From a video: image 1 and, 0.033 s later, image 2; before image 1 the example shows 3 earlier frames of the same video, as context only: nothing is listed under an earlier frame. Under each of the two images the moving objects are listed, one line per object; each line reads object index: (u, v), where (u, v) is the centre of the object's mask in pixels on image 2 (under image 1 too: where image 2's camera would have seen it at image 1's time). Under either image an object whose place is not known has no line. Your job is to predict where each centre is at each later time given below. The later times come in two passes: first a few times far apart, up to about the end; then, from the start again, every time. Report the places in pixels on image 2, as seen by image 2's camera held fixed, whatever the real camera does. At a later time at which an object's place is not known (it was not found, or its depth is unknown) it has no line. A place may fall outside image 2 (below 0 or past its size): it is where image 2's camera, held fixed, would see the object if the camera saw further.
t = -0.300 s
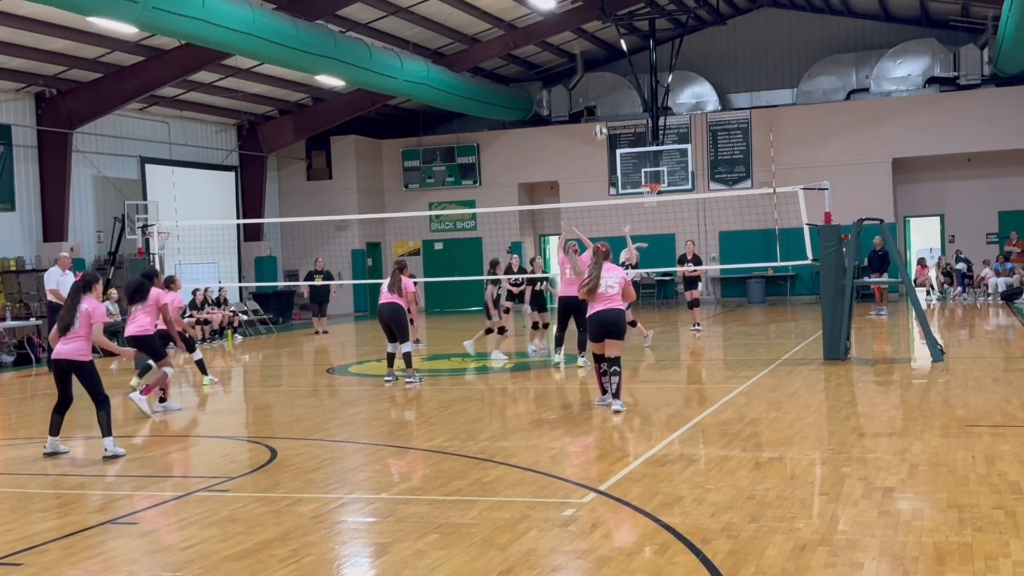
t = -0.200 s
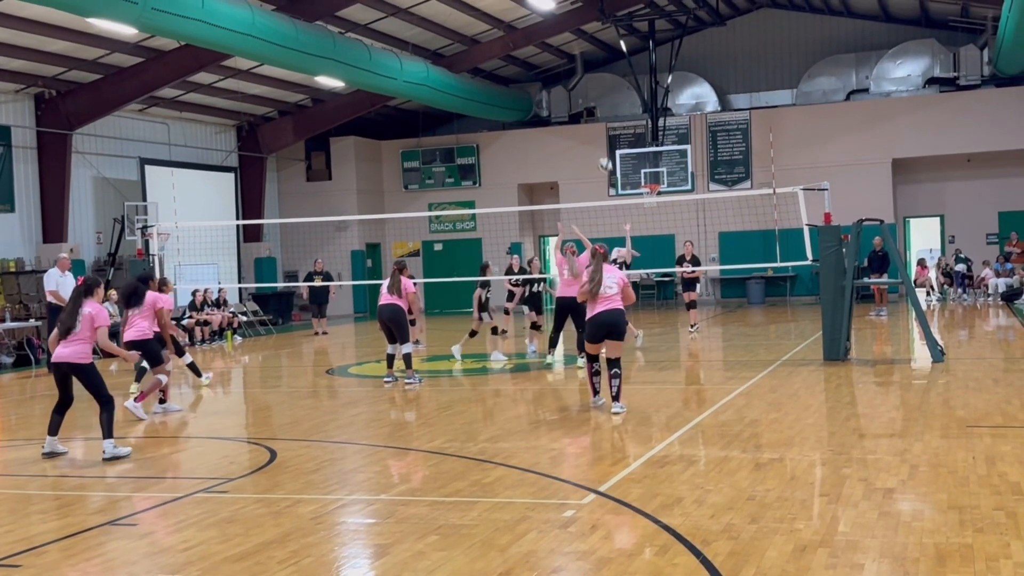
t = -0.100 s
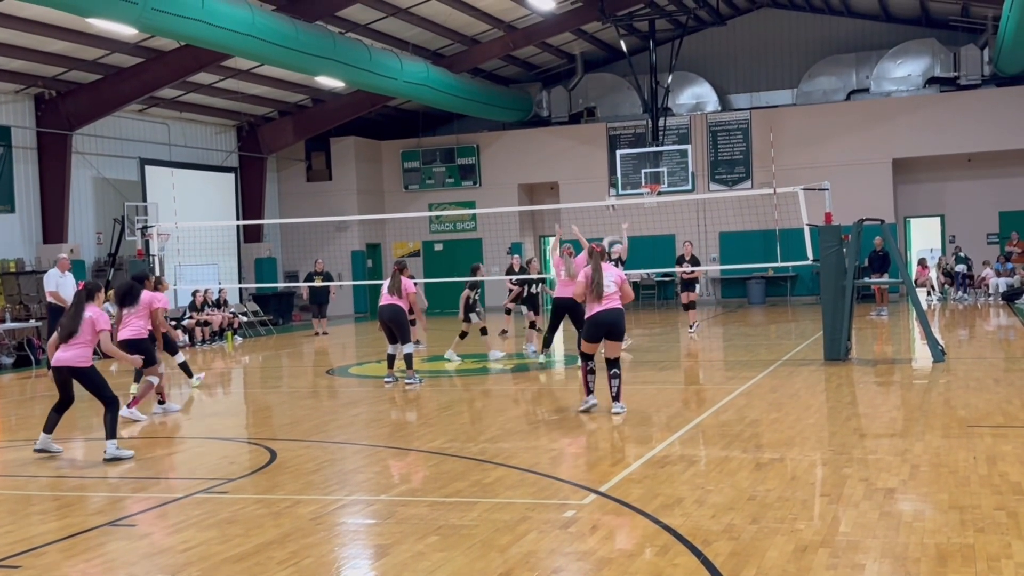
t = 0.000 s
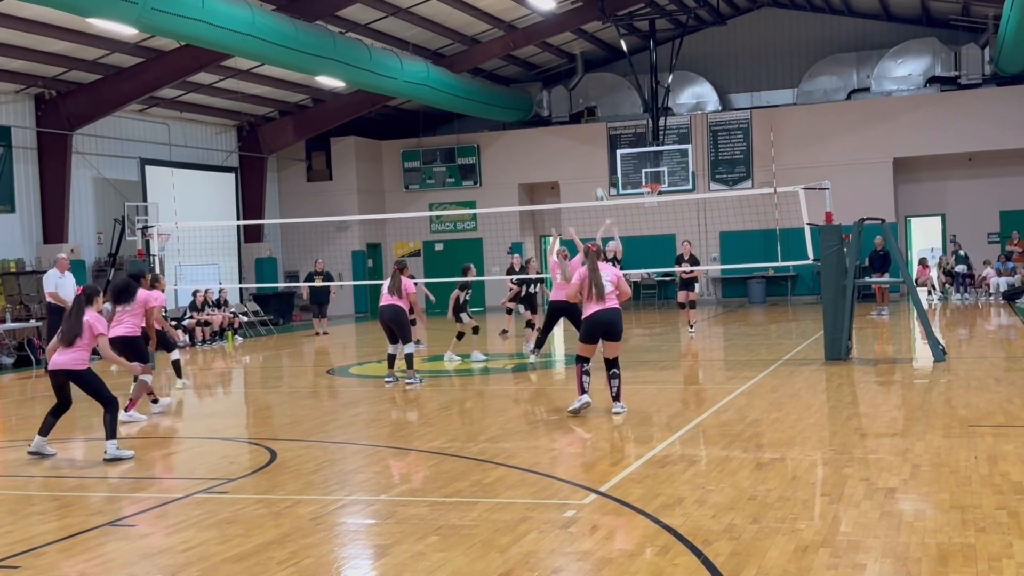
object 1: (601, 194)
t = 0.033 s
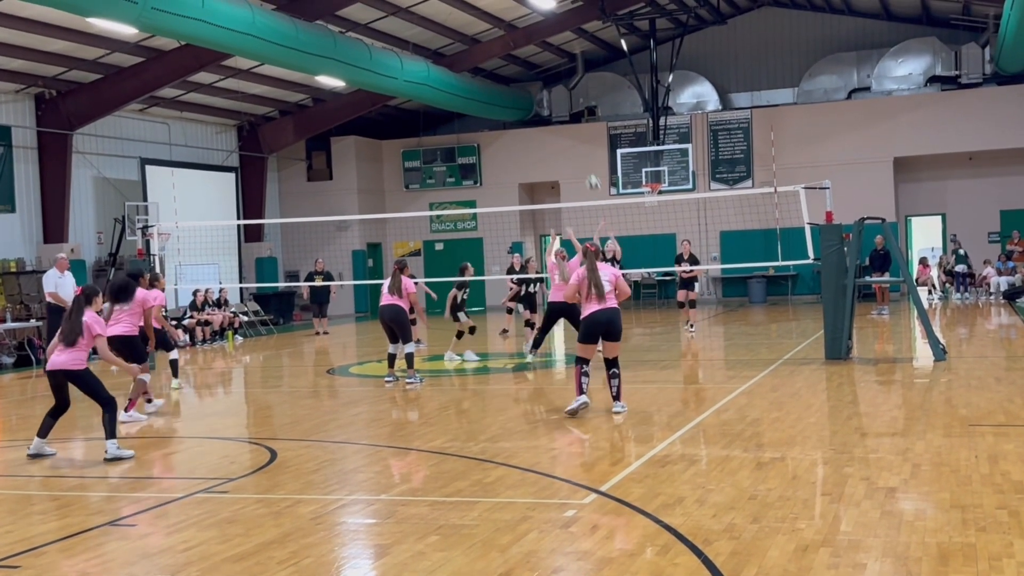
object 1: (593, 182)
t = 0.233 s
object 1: (550, 122)
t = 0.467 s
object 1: (498, 84)
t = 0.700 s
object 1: (445, 86)
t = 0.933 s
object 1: (392, 134)
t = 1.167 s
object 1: (340, 234)
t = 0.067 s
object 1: (586, 171)
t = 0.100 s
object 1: (579, 160)
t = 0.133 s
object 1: (572, 150)
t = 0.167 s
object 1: (564, 140)
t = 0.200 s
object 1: (557, 130)
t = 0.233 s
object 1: (550, 122)
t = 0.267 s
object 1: (543, 115)
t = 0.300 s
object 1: (536, 108)
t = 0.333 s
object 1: (528, 101)
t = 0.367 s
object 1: (520, 95)
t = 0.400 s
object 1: (513, 91)
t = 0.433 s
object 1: (505, 87)
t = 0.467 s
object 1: (498, 84)
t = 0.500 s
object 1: (490, 82)
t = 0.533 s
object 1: (483, 80)
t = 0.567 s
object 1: (475, 79)
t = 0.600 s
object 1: (467, 79)
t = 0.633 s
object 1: (460, 80)
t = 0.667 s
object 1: (453, 82)
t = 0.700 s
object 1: (445, 86)
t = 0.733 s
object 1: (437, 90)
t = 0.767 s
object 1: (430, 95)
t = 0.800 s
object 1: (423, 101)
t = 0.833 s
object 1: (415, 108)
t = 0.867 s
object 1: (407, 115)
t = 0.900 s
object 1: (400, 124)
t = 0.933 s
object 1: (392, 134)
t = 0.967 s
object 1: (385, 145)
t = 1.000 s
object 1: (377, 158)
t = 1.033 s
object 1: (370, 171)
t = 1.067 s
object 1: (362, 185)
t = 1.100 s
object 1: (355, 200)
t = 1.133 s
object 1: (347, 217)
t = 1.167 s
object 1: (340, 234)
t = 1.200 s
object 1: (333, 252)
